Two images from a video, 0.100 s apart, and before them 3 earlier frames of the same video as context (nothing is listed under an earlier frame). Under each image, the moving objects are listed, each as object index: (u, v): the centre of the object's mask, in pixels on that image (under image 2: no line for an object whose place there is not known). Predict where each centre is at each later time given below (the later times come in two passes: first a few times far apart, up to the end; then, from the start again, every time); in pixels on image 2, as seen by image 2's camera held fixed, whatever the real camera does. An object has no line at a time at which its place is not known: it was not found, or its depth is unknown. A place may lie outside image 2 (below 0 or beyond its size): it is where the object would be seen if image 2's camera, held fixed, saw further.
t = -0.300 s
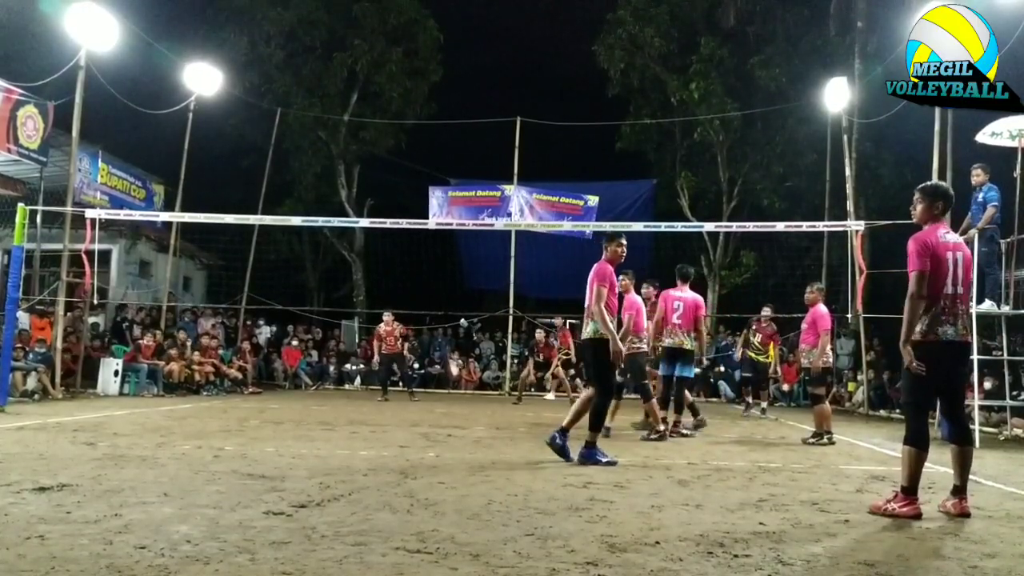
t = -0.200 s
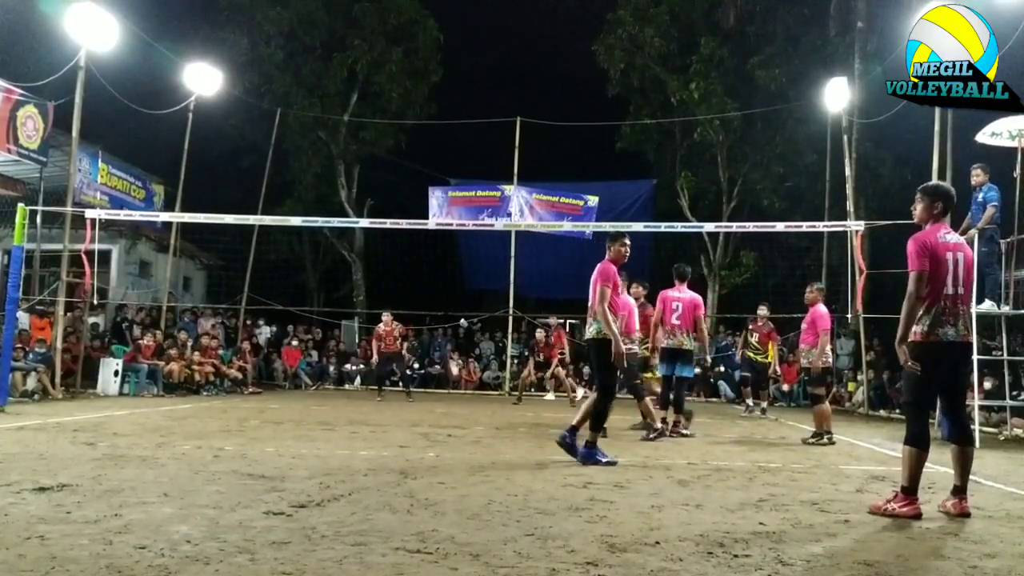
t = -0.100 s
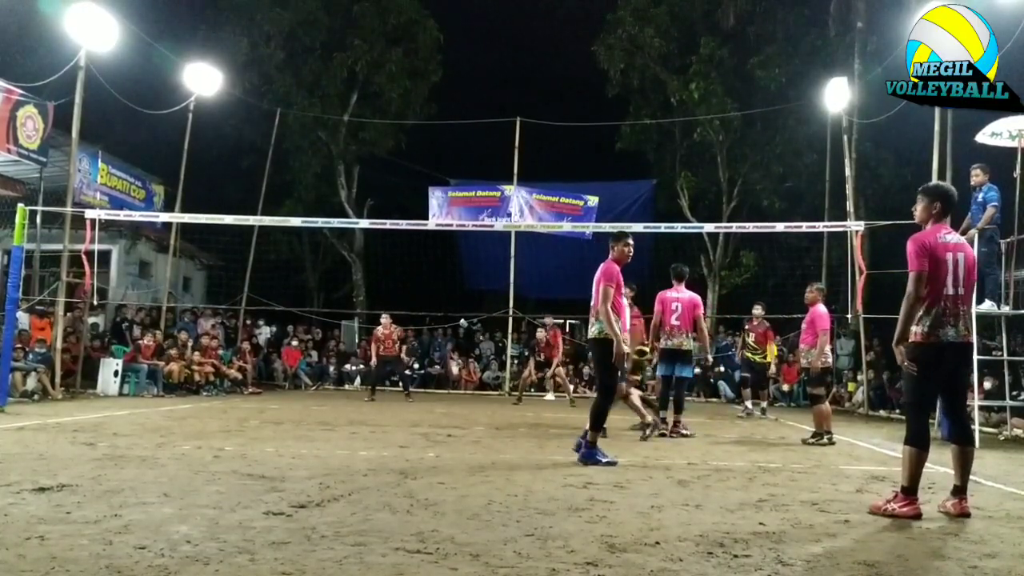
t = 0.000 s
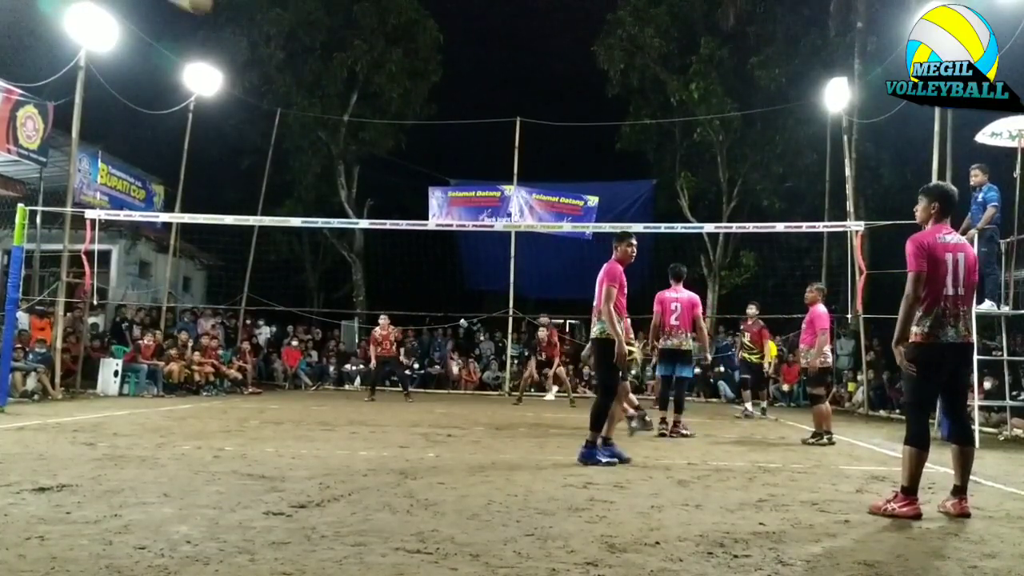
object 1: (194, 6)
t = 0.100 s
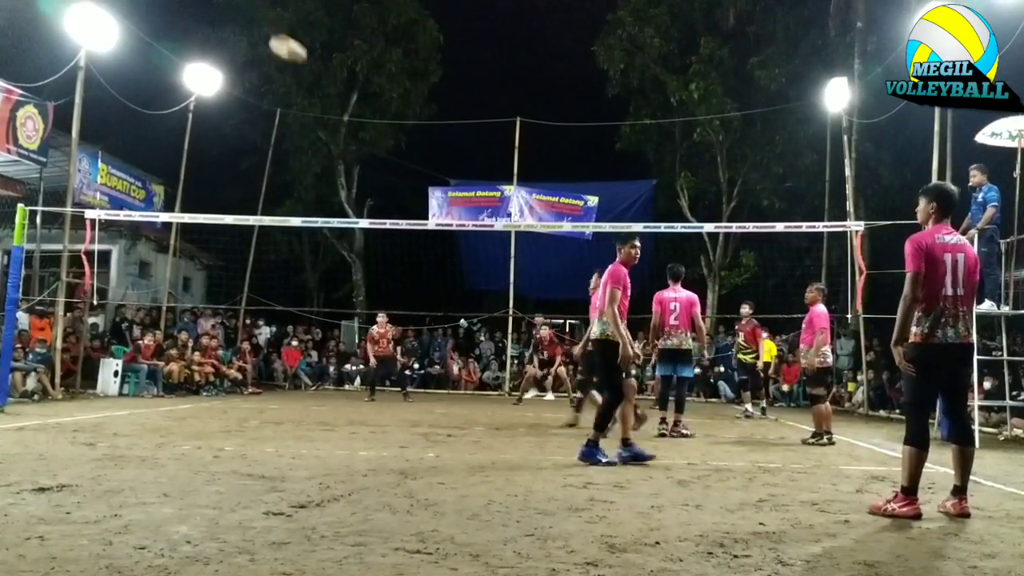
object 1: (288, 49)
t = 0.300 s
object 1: (409, 137)
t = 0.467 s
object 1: (474, 202)
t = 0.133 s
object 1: (313, 65)
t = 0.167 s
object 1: (337, 80)
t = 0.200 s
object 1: (357, 95)
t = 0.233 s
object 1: (376, 109)
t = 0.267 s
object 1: (394, 123)
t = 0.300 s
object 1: (409, 137)
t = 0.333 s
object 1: (425, 150)
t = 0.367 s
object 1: (438, 163)
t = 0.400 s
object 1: (451, 176)
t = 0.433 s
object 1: (462, 188)
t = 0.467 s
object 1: (474, 202)
